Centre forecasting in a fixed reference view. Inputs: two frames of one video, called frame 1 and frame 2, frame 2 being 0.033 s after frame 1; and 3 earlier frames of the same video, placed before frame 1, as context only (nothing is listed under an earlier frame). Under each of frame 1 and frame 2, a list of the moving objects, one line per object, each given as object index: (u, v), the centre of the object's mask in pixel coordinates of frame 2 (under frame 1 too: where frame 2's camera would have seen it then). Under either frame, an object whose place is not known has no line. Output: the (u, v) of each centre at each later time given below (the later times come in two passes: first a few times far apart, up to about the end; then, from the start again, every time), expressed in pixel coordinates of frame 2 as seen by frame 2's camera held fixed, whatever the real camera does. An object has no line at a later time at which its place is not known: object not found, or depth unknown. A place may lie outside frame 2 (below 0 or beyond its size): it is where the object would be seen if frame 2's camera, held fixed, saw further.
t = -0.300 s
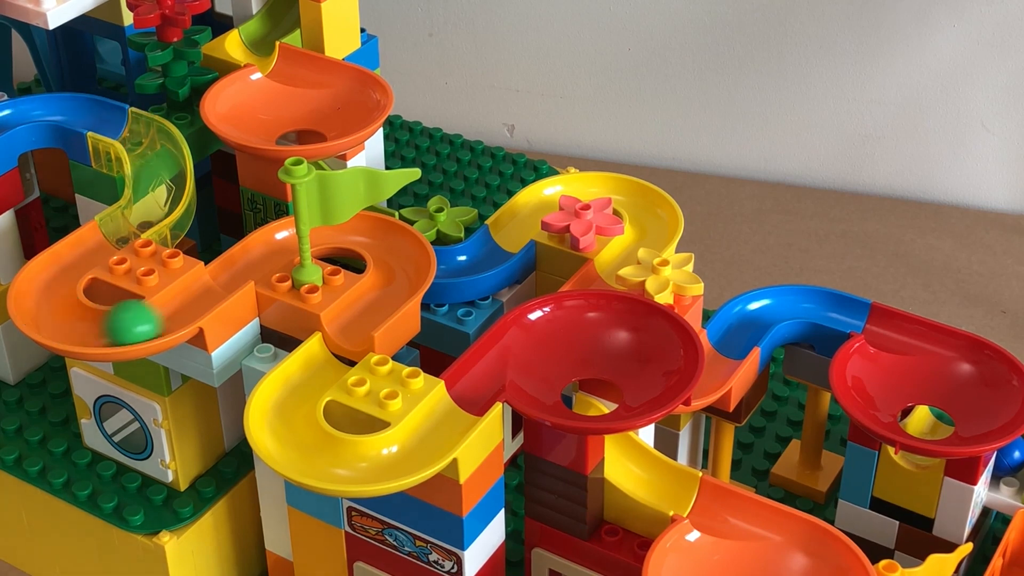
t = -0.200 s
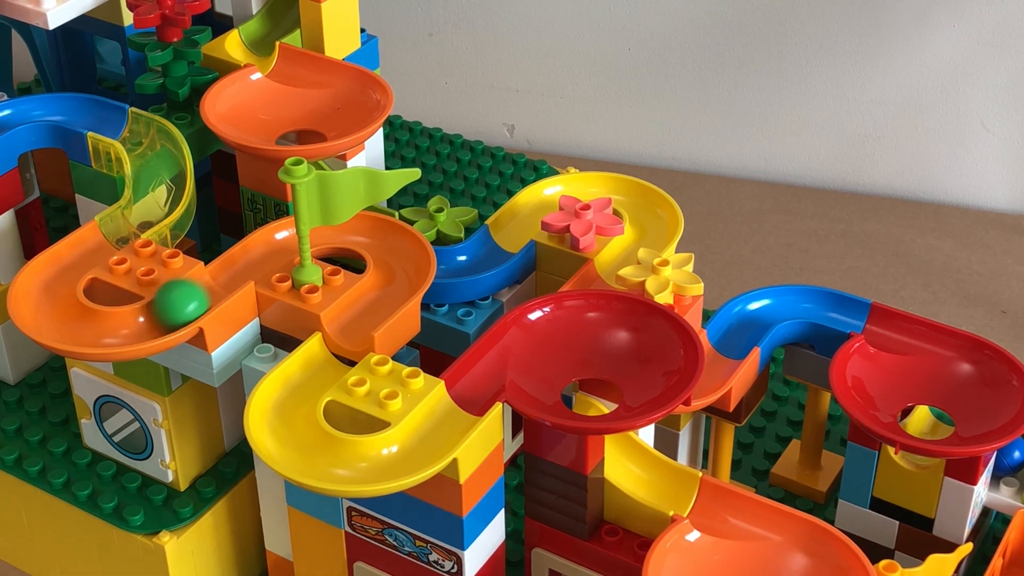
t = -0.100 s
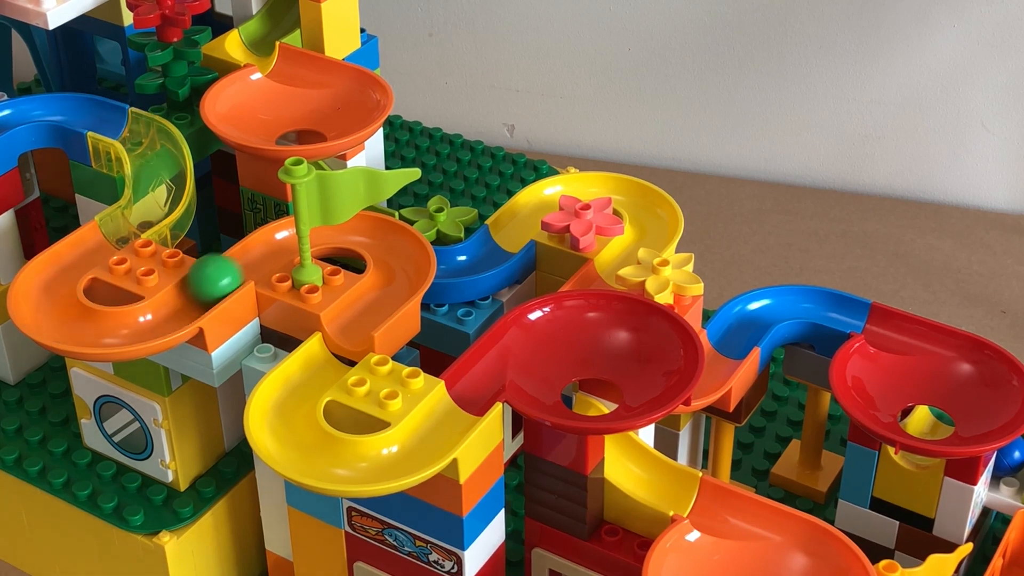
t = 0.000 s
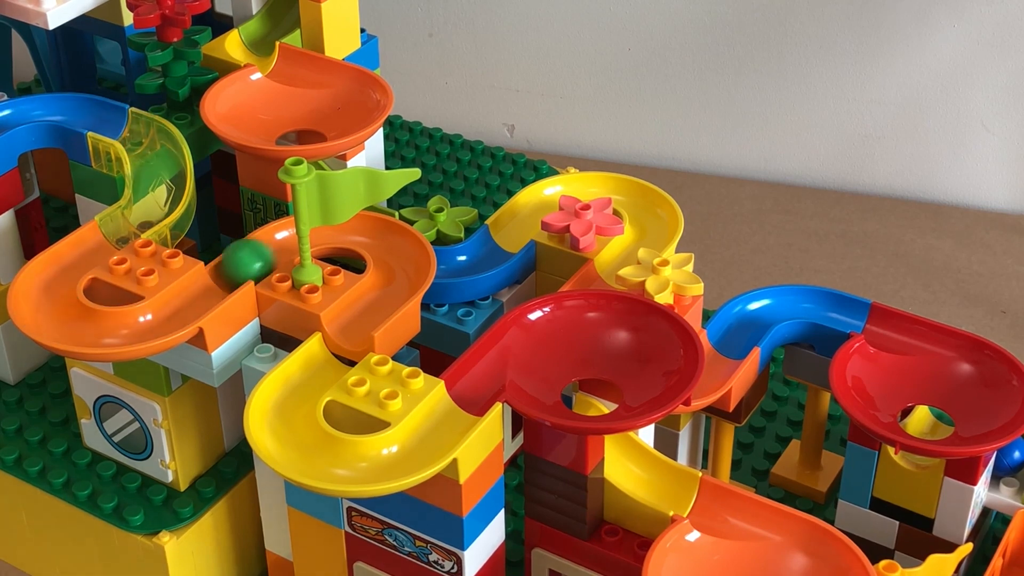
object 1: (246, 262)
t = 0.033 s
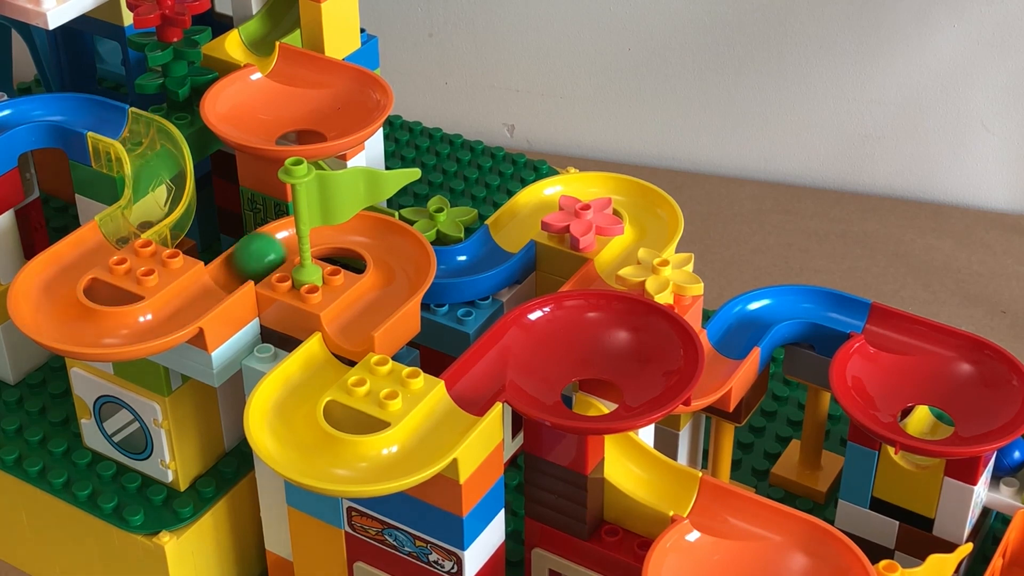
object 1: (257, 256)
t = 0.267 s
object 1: (352, 231)
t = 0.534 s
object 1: (400, 269)
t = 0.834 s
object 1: (345, 326)
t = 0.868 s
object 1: (337, 336)
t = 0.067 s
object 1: (268, 249)
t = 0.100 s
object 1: (275, 242)
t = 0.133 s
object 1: (282, 236)
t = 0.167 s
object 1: (297, 234)
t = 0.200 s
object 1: (327, 234)
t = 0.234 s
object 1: (337, 233)
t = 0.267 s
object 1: (352, 231)
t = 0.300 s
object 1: (364, 231)
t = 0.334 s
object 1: (373, 233)
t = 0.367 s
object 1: (383, 237)
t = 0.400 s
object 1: (390, 243)
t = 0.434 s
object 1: (396, 249)
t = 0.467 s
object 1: (400, 255)
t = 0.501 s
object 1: (401, 261)
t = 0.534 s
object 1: (400, 269)
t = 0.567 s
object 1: (397, 275)
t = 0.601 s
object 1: (393, 282)
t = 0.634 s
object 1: (386, 288)
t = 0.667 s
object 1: (379, 294)
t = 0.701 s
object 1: (371, 301)
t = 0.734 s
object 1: (364, 307)
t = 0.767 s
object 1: (357, 313)
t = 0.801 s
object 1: (350, 320)
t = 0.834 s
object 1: (345, 326)
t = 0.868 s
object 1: (337, 336)
